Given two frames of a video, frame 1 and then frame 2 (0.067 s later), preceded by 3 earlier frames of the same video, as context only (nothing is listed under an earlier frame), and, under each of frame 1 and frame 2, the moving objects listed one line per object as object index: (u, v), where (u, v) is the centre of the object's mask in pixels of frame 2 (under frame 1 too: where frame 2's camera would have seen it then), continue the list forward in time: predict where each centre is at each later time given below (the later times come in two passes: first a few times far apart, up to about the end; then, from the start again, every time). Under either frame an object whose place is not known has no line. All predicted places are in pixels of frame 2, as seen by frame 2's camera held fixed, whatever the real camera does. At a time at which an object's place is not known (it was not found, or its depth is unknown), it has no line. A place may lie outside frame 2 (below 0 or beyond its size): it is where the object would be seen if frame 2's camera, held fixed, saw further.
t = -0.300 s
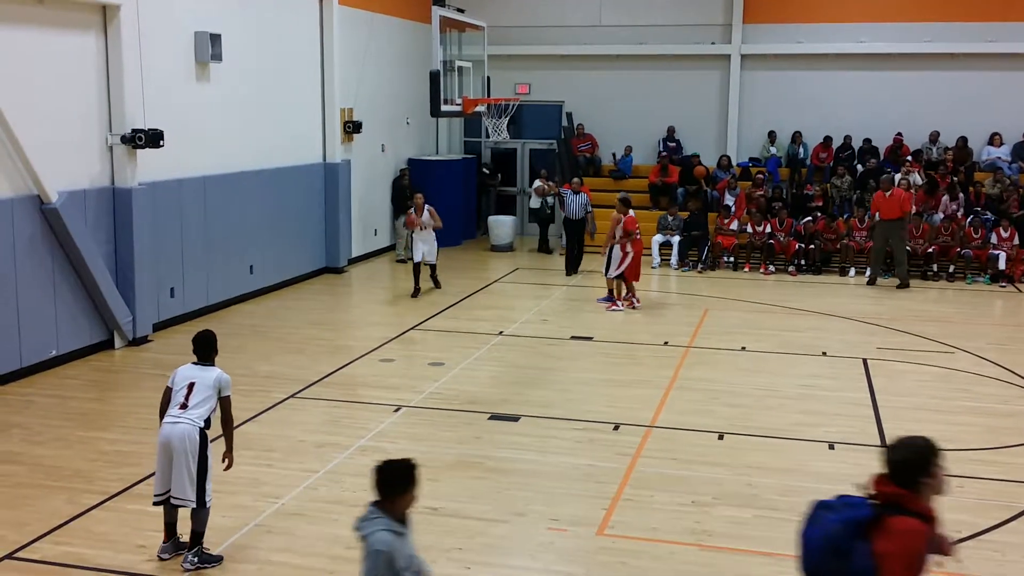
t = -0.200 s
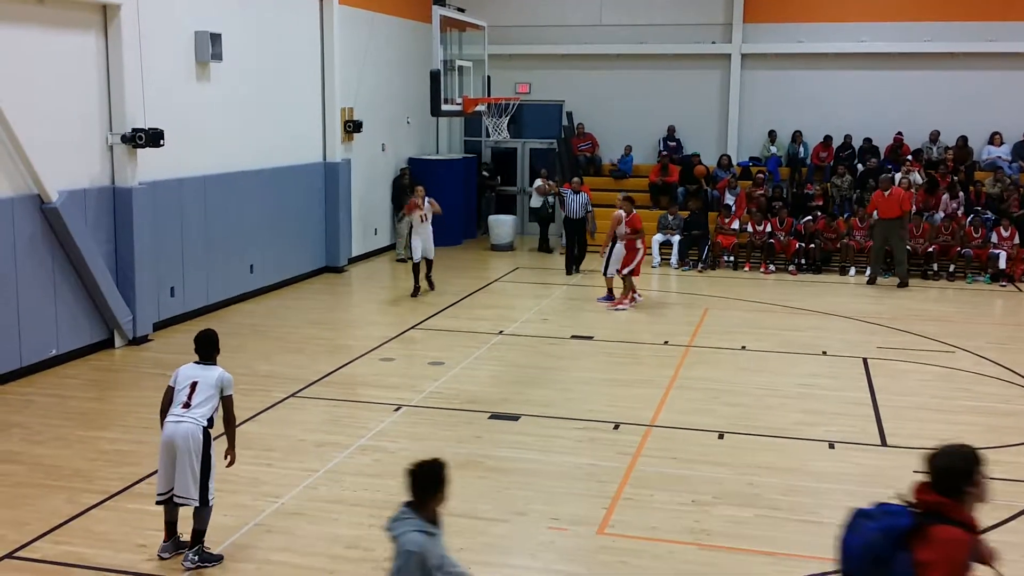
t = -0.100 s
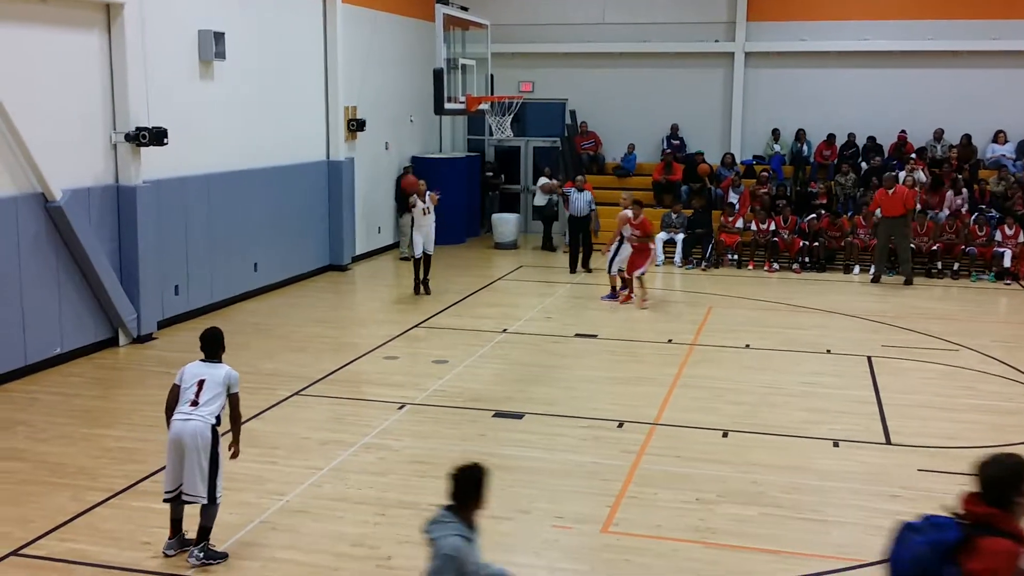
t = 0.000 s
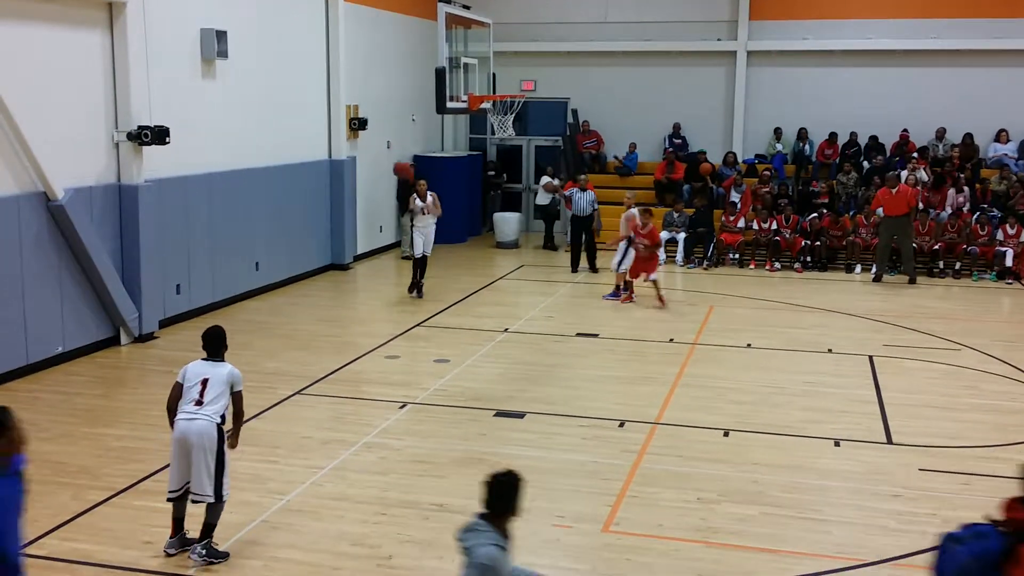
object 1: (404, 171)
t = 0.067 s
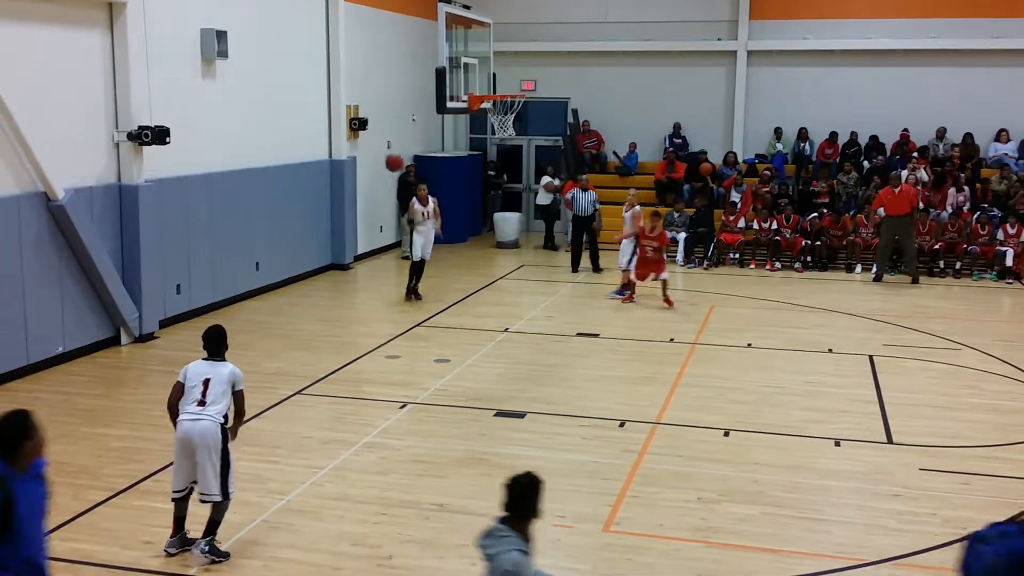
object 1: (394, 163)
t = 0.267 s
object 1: (365, 160)
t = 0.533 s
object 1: (306, 223)
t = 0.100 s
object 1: (390, 160)
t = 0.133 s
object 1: (386, 159)
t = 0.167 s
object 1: (381, 158)
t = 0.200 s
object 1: (376, 157)
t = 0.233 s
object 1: (371, 158)
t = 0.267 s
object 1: (365, 160)
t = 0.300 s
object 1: (359, 163)
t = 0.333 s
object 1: (353, 167)
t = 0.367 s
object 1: (347, 173)
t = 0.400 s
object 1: (340, 181)
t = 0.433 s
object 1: (333, 187)
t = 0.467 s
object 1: (325, 197)
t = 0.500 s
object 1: (316, 209)
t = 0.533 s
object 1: (306, 223)
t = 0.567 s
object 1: (296, 238)
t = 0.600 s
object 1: (285, 255)
